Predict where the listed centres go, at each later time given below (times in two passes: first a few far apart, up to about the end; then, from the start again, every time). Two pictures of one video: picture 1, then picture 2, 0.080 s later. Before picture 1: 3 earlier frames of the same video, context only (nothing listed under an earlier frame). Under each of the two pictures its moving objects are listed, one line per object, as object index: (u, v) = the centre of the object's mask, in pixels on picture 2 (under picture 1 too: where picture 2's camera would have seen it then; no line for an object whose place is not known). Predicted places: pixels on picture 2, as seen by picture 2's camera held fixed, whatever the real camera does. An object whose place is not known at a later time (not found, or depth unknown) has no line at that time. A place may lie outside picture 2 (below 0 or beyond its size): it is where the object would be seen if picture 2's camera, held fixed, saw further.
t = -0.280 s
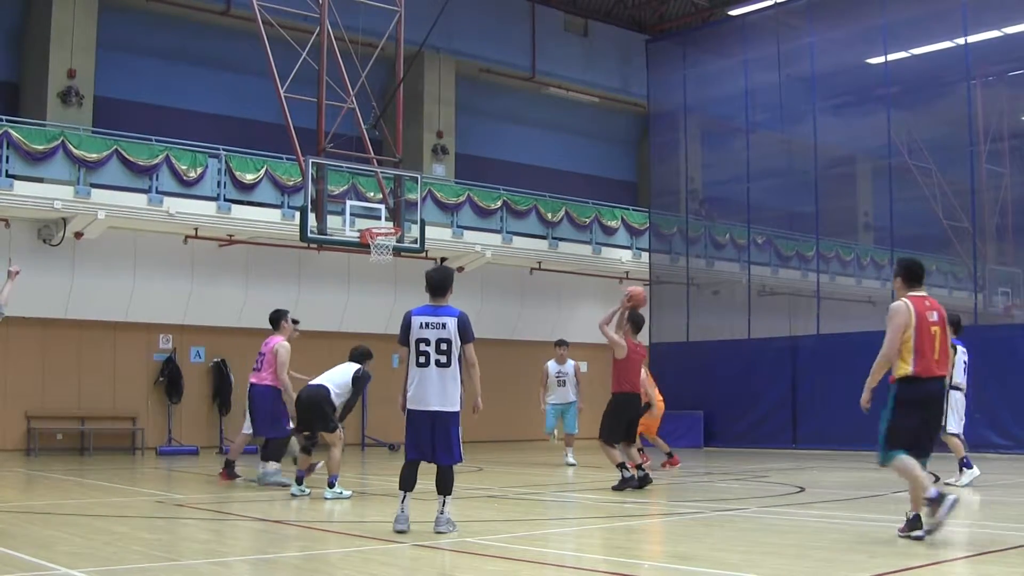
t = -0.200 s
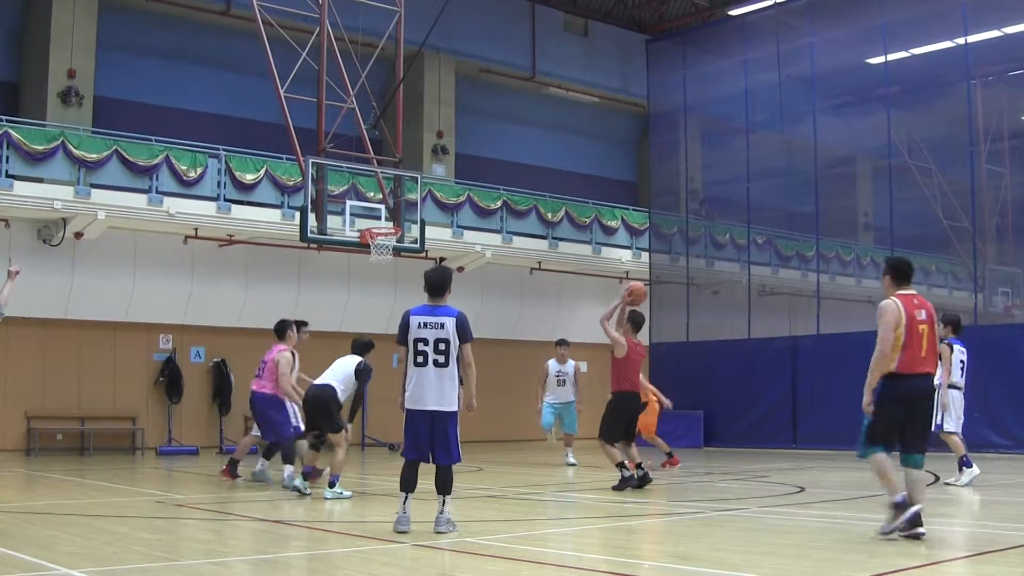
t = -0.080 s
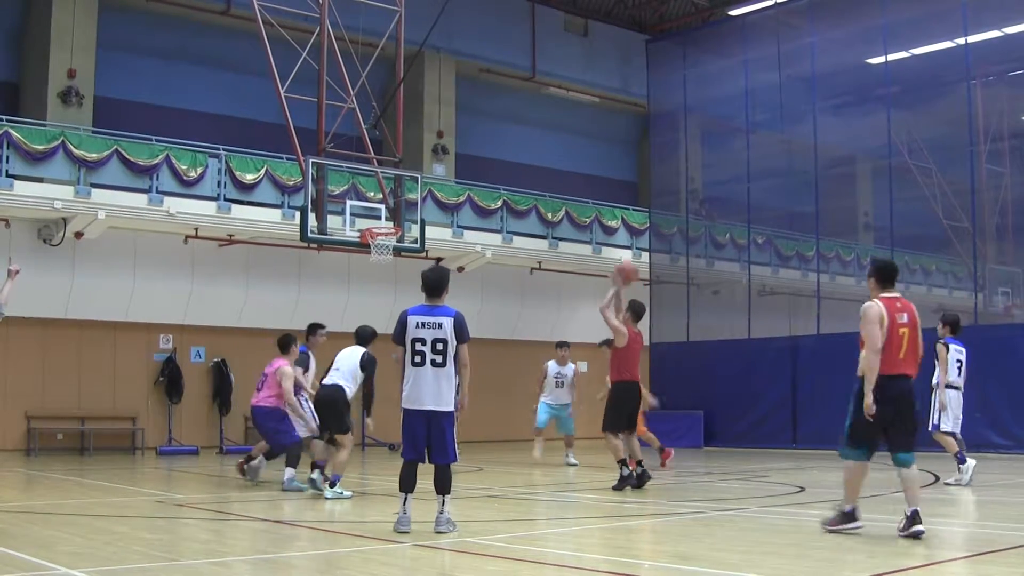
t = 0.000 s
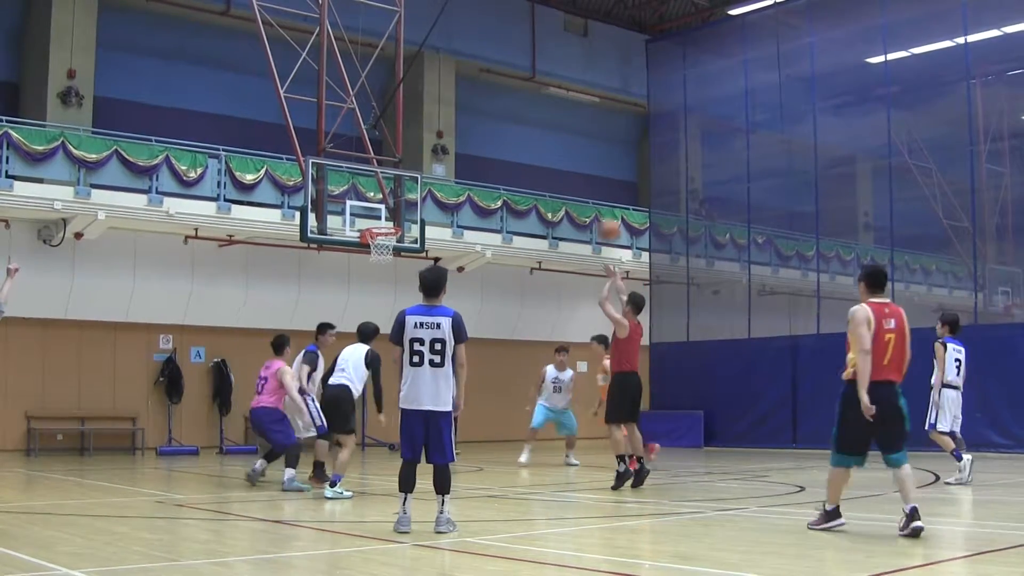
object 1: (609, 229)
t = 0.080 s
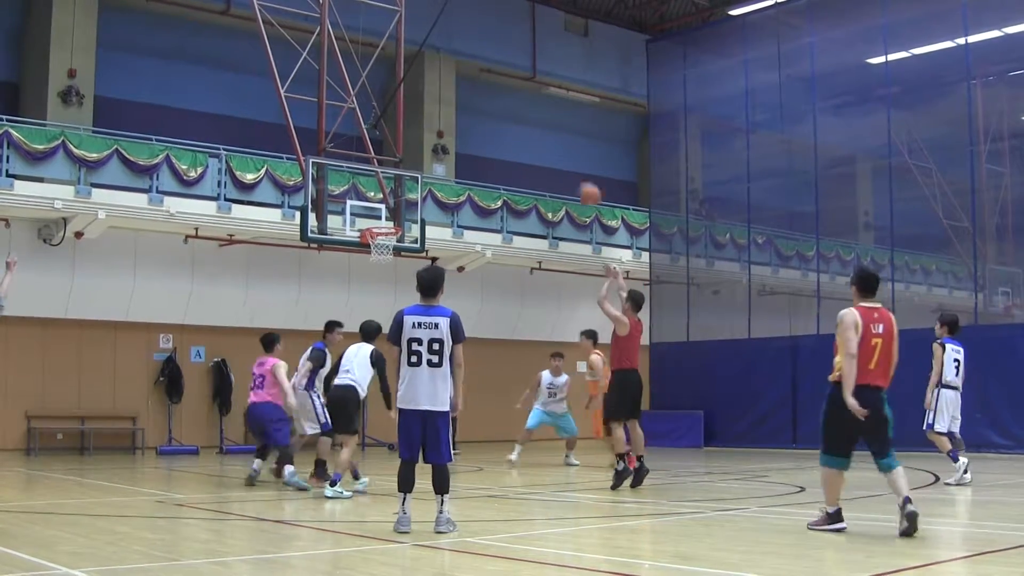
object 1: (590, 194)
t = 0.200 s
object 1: (561, 156)
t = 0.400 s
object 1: (520, 120)
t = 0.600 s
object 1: (481, 120)
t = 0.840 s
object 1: (439, 161)
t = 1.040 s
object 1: (408, 223)
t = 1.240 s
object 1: (470, 253)
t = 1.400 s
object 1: (522, 297)
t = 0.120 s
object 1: (580, 180)
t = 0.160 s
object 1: (571, 167)
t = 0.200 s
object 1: (561, 156)
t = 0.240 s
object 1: (553, 145)
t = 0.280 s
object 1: (544, 137)
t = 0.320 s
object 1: (537, 132)
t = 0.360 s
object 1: (527, 126)
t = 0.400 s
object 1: (520, 120)
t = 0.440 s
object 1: (512, 118)
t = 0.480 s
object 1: (504, 117)
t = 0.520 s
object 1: (496, 117)
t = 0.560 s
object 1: (488, 118)
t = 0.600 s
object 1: (481, 120)
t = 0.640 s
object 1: (474, 124)
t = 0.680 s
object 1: (467, 129)
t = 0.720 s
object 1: (460, 135)
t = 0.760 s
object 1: (453, 143)
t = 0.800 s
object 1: (445, 152)
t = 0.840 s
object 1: (439, 161)
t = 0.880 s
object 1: (432, 171)
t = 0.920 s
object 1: (427, 183)
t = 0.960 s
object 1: (419, 195)
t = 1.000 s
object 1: (413, 211)
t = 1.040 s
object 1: (408, 223)
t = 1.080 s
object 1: (418, 229)
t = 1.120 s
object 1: (431, 232)
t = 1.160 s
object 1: (444, 238)
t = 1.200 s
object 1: (457, 245)
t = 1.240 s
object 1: (470, 253)
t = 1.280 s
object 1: (485, 263)
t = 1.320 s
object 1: (497, 273)
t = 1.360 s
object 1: (510, 282)
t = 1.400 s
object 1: (522, 297)
